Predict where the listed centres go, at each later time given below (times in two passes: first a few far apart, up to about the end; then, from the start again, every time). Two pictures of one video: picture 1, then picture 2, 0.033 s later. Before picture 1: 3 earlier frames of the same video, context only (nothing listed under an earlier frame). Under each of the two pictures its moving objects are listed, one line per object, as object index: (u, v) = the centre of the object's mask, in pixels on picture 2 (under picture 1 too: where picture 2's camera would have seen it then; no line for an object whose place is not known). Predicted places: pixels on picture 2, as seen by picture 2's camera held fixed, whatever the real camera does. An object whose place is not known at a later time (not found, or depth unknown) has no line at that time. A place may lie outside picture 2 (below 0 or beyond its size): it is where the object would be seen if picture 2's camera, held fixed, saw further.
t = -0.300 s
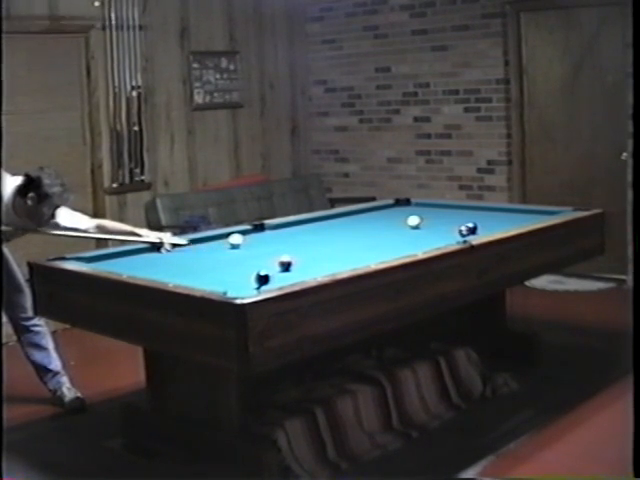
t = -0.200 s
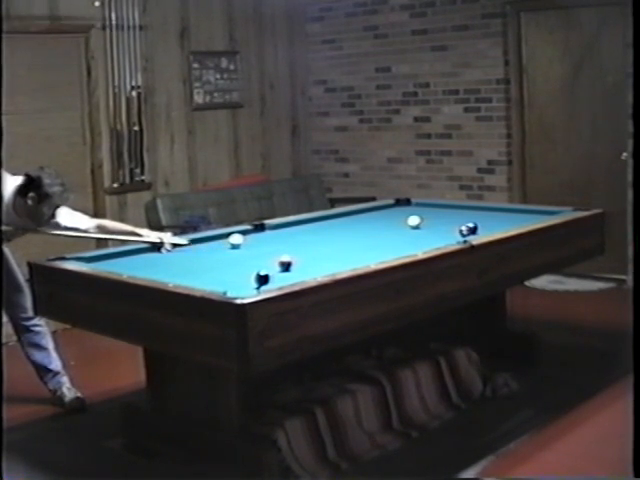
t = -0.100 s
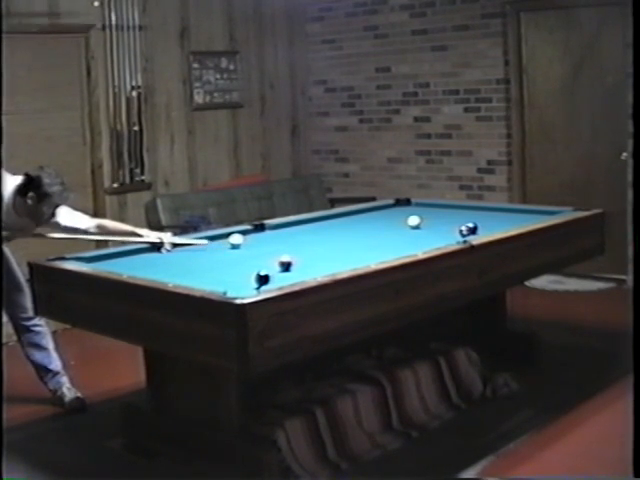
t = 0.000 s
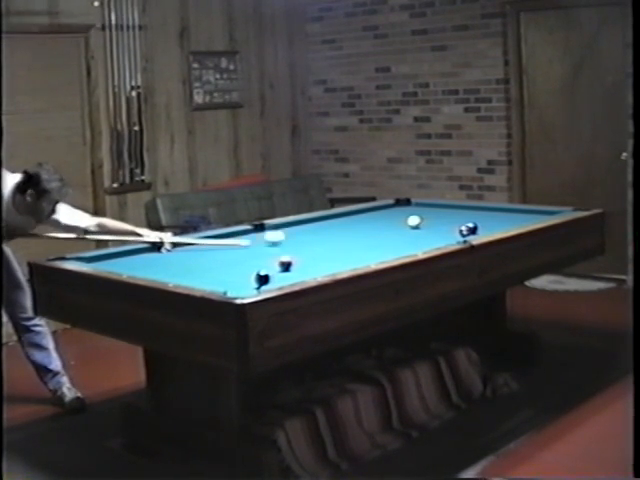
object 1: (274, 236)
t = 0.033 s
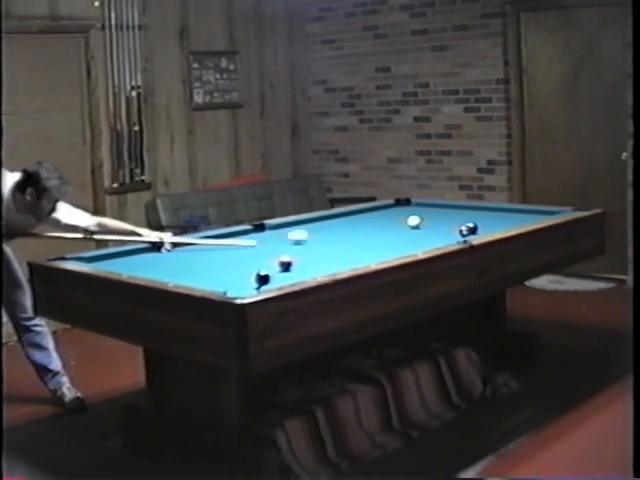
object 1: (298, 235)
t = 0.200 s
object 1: (406, 230)
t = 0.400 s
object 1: (462, 225)
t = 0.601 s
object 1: (472, 225)
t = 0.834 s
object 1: (481, 226)
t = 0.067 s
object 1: (321, 234)
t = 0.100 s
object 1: (344, 233)
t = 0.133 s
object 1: (365, 232)
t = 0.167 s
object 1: (386, 230)
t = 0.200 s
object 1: (406, 230)
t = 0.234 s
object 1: (427, 228)
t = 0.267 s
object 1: (446, 227)
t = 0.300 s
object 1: (459, 225)
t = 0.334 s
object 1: (459, 225)
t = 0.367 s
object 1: (460, 225)
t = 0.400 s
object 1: (462, 225)
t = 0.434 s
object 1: (464, 225)
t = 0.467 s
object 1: (466, 224)
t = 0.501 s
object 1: (468, 224)
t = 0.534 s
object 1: (470, 224)
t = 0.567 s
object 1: (471, 225)
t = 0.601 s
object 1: (472, 225)
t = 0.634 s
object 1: (473, 226)
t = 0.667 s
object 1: (474, 226)
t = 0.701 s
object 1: (476, 226)
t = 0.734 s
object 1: (477, 226)
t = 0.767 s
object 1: (478, 226)
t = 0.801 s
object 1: (480, 227)
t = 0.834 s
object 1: (481, 226)
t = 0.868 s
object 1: (481, 226)
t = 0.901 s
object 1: (482, 226)
